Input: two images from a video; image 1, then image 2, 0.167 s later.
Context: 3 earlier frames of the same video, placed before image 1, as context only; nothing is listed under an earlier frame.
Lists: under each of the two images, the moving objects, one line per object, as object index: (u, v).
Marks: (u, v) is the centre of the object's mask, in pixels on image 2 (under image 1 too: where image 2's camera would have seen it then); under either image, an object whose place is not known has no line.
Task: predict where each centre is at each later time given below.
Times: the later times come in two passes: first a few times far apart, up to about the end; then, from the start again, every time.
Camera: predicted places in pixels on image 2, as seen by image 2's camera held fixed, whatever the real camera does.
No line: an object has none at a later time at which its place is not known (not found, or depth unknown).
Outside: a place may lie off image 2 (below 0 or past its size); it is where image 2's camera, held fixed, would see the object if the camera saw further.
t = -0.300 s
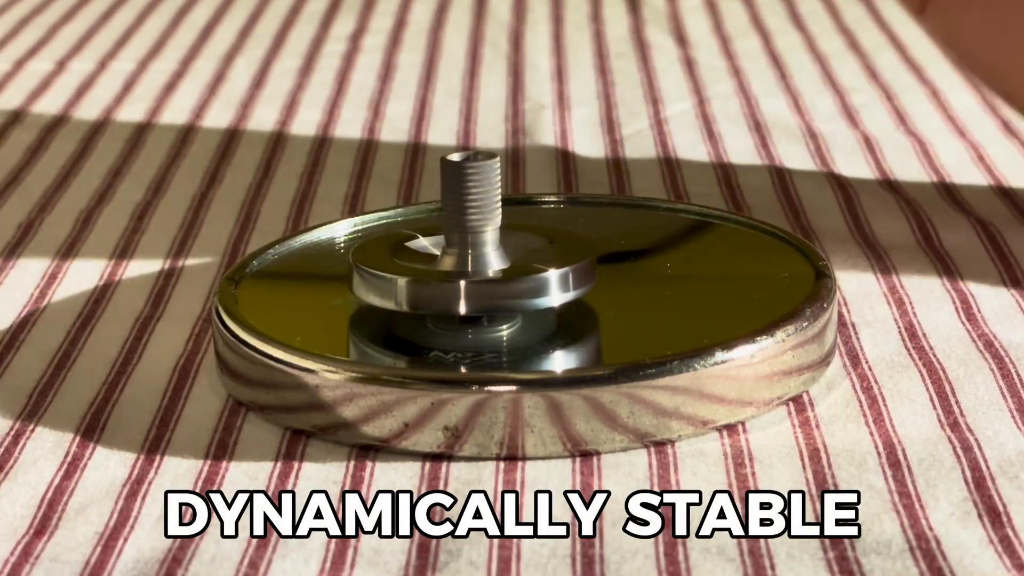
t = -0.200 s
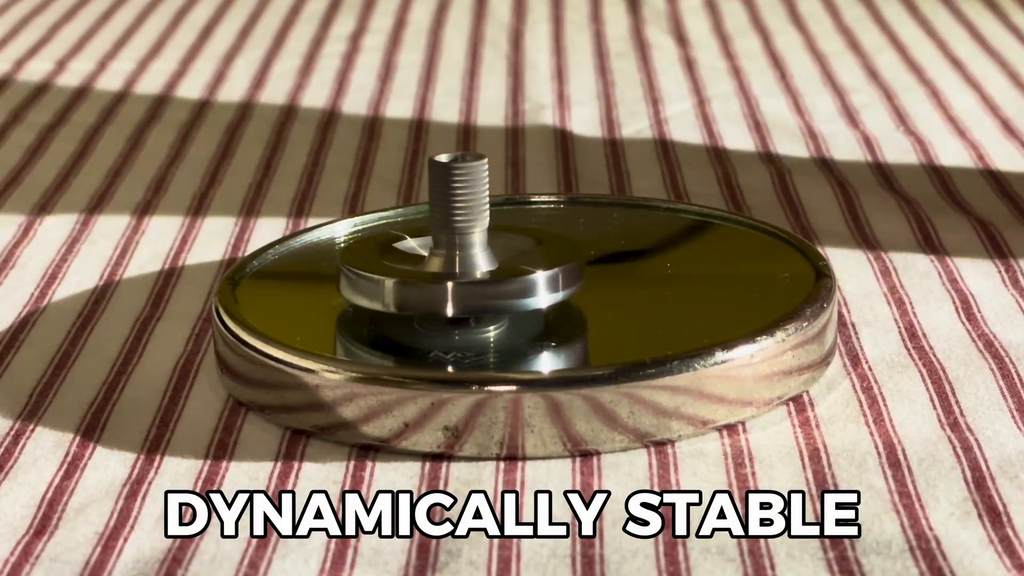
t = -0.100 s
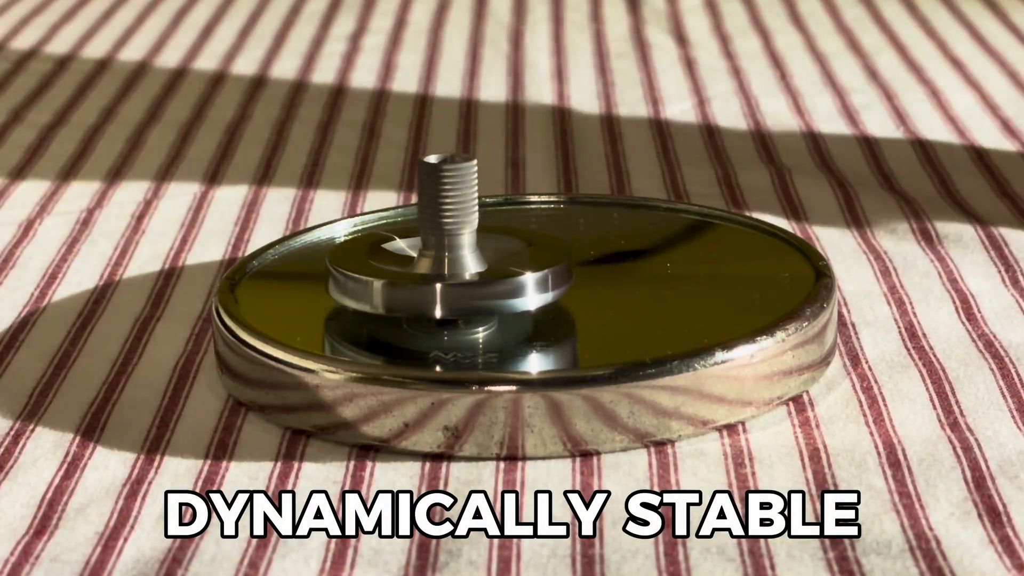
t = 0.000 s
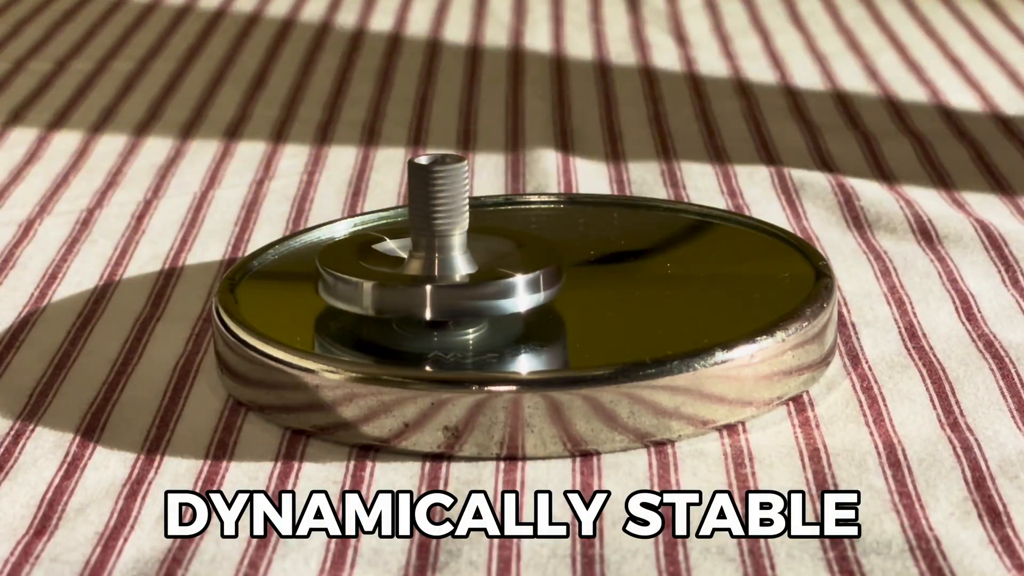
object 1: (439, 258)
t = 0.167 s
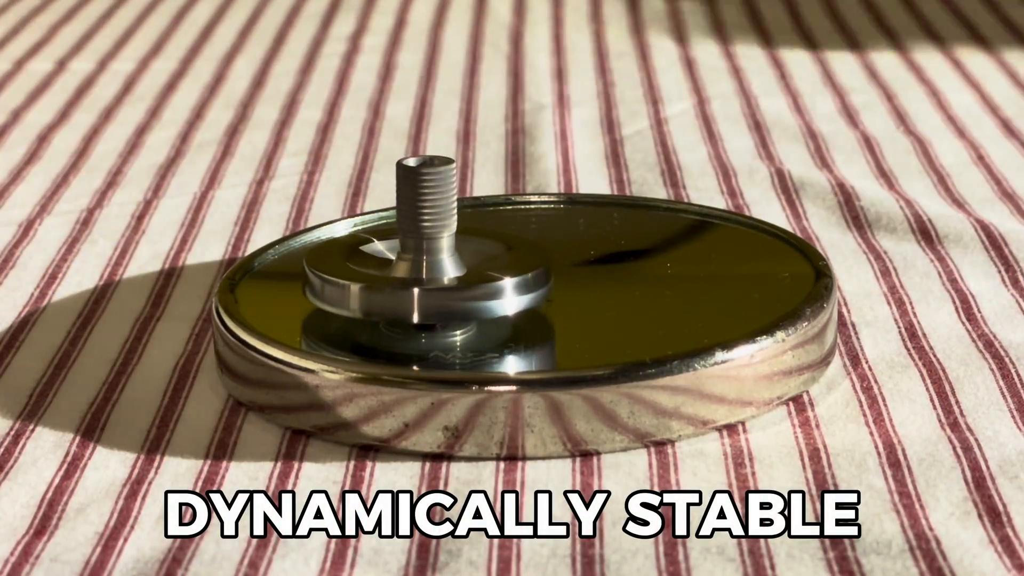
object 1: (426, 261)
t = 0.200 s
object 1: (425, 261)
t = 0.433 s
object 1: (420, 263)
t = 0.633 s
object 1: (423, 265)
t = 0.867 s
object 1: (437, 265)
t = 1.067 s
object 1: (452, 262)
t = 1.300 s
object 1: (472, 258)
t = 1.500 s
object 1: (489, 252)
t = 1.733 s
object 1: (503, 245)
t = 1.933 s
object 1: (512, 239)
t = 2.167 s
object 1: (516, 233)
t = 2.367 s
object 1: (517, 231)
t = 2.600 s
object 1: (515, 230)
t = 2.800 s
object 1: (513, 232)
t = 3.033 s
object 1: (511, 238)
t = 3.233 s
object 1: (512, 244)
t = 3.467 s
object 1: (516, 251)
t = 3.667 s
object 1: (522, 256)
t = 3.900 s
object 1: (531, 261)
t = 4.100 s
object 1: (539, 264)
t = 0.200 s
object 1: (425, 261)
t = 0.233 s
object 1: (424, 261)
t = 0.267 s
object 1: (422, 262)
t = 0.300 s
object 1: (421, 262)
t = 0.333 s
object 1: (420, 262)
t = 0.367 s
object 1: (420, 263)
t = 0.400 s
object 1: (420, 263)
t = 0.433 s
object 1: (420, 263)
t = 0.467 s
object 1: (420, 264)
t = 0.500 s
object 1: (420, 264)
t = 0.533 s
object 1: (420, 264)
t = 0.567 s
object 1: (421, 264)
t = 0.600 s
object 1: (422, 265)
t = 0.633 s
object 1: (423, 265)
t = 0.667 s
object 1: (425, 265)
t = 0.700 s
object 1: (427, 265)
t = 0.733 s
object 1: (429, 265)
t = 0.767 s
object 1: (431, 265)
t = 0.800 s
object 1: (432, 265)
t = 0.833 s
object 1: (435, 265)
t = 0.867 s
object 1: (437, 265)
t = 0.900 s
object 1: (439, 264)
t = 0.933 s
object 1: (442, 264)
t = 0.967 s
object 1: (444, 263)
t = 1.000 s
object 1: (447, 263)
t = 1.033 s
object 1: (450, 263)
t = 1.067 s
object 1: (452, 262)
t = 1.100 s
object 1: (455, 262)
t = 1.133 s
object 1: (458, 261)
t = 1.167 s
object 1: (461, 261)
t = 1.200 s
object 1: (464, 260)
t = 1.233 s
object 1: (467, 259)
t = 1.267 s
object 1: (469, 259)
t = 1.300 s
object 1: (472, 258)
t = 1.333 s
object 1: (475, 257)
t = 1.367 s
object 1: (478, 256)
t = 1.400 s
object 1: (481, 255)
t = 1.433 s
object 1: (483, 254)
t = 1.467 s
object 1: (486, 253)
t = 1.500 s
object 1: (489, 252)
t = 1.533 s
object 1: (491, 251)
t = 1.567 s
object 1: (493, 250)
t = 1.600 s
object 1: (495, 249)
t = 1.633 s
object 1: (498, 248)
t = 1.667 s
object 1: (500, 247)
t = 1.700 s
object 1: (501, 246)
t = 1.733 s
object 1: (503, 245)
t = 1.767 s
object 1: (505, 244)
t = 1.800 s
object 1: (506, 243)
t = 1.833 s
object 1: (508, 242)
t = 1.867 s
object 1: (509, 241)
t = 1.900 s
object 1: (510, 240)
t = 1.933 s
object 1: (512, 239)
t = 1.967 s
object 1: (513, 238)
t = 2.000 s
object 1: (514, 237)
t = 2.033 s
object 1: (514, 236)
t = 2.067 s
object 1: (515, 236)
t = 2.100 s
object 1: (516, 235)
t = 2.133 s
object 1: (516, 234)
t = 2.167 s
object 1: (516, 233)
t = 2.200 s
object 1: (517, 233)
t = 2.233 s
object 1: (517, 232)
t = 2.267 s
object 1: (517, 232)
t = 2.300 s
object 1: (517, 232)
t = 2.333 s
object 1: (517, 231)
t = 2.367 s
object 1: (517, 231)
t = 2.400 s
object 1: (517, 231)
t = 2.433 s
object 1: (517, 230)
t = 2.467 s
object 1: (517, 230)
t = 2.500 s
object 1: (516, 230)
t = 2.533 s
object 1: (516, 230)
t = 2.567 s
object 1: (516, 230)
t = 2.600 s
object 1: (515, 230)
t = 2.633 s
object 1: (515, 230)
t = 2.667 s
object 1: (514, 231)
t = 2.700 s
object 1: (514, 231)
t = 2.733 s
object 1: (514, 231)
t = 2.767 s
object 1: (513, 232)
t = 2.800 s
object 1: (513, 232)
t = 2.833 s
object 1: (513, 233)
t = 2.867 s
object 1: (512, 234)
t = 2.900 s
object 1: (512, 234)
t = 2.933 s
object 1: (511, 235)
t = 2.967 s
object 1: (511, 236)
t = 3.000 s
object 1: (511, 237)
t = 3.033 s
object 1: (511, 238)
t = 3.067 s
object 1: (510, 239)
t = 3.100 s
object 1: (510, 239)
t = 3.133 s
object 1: (510, 240)
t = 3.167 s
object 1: (511, 242)
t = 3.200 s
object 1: (511, 243)
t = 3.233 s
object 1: (512, 244)
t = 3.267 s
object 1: (512, 245)
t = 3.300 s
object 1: (512, 246)
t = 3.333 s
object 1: (513, 247)
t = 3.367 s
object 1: (514, 247)
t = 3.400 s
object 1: (514, 249)
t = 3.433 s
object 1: (515, 249)
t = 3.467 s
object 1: (516, 251)
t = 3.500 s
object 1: (517, 252)
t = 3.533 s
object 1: (518, 252)
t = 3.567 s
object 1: (519, 253)
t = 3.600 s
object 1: (520, 254)
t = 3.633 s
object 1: (521, 255)
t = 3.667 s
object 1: (522, 256)
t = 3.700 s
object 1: (523, 257)
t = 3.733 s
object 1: (525, 258)
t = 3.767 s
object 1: (526, 258)
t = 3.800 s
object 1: (527, 259)
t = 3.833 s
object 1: (528, 260)
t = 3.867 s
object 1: (530, 261)
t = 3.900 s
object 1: (531, 261)
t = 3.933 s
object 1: (532, 262)
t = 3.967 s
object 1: (534, 262)
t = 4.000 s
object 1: (535, 263)
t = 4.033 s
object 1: (536, 263)
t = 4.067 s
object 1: (537, 264)
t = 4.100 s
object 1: (539, 264)
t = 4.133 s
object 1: (540, 265)
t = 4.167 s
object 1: (541, 265)
